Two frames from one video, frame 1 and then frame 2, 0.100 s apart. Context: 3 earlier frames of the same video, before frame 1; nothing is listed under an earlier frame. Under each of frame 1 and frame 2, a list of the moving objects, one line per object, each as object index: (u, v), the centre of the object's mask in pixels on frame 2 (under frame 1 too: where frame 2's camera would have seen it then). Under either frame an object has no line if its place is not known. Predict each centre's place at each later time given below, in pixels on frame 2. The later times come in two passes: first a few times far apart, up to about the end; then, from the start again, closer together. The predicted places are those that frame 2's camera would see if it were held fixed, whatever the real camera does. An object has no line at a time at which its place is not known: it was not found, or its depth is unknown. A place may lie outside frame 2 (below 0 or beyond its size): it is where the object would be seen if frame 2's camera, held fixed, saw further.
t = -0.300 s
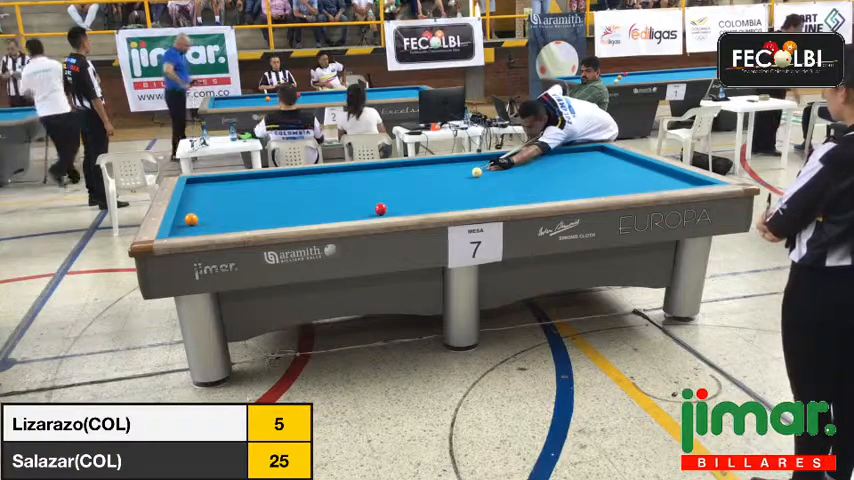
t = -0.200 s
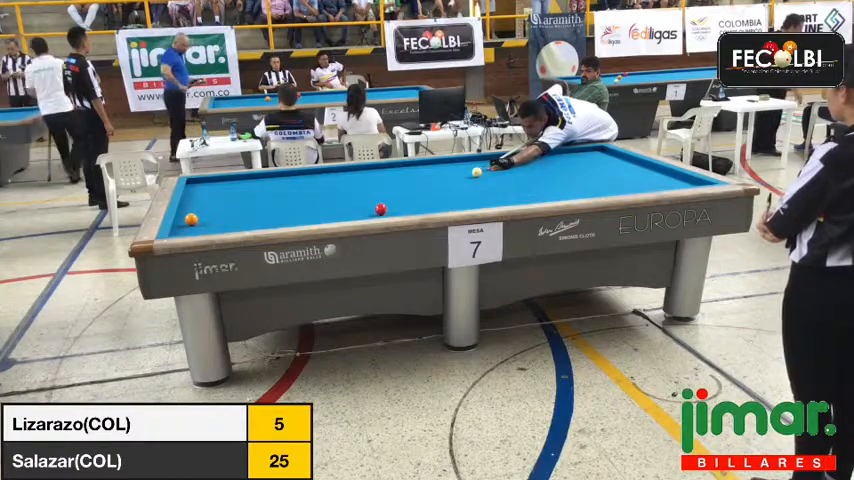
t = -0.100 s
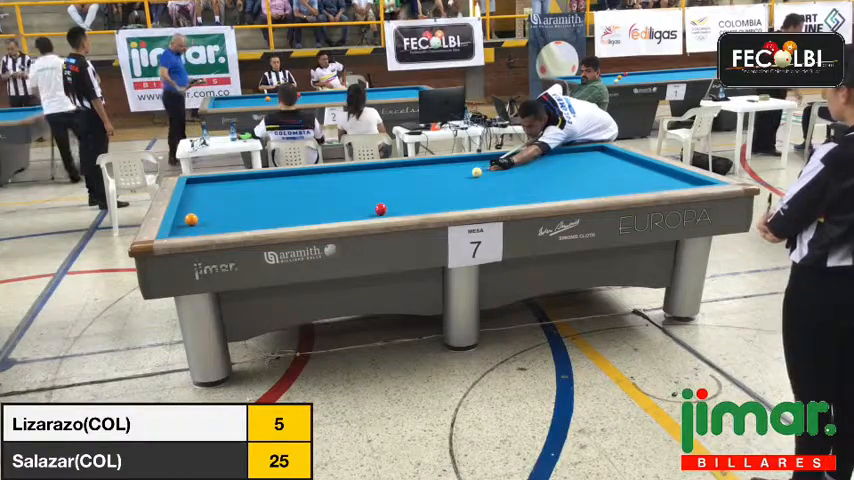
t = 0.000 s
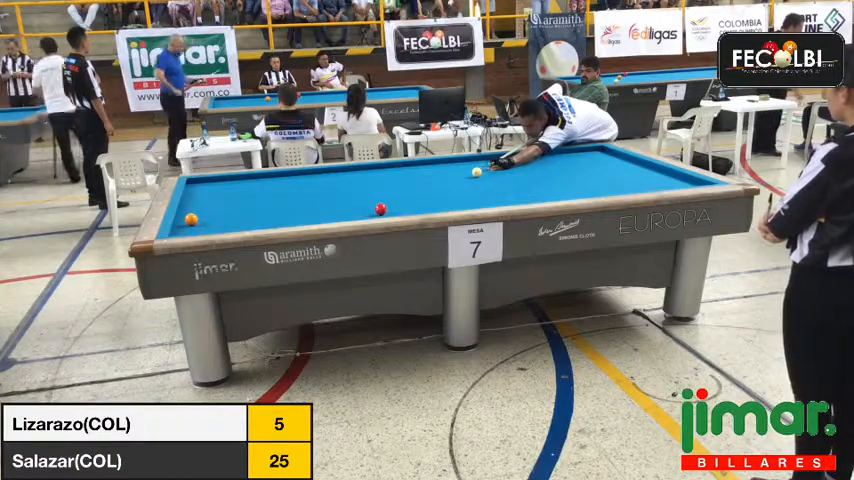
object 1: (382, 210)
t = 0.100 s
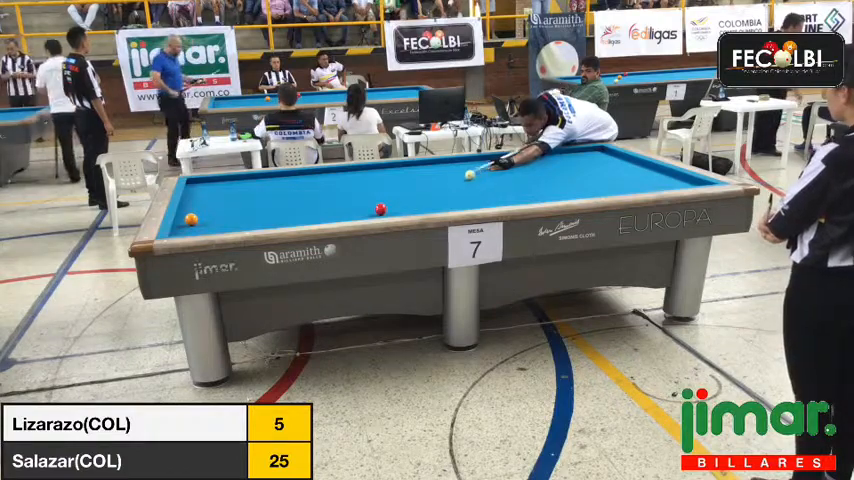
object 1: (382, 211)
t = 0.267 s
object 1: (380, 209)
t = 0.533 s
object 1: (349, 213)
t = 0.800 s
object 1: (276, 220)
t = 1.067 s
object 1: (209, 228)
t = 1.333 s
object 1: (203, 228)
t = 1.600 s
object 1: (242, 226)
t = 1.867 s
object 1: (281, 222)
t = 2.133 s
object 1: (319, 219)
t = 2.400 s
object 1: (353, 216)
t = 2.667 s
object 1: (382, 213)
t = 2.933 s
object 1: (414, 210)
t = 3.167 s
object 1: (438, 207)
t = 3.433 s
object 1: (468, 204)
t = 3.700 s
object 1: (492, 201)
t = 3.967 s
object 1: (518, 199)
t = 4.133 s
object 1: (532, 197)
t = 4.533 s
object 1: (567, 192)
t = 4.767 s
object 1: (587, 191)
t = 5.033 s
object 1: (608, 189)
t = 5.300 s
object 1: (628, 186)
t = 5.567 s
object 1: (647, 185)
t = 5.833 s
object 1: (666, 182)
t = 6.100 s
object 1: (685, 180)
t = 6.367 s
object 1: (689, 179)
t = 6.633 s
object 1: (676, 180)
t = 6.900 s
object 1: (665, 181)
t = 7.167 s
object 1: (655, 182)
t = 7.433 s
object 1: (654, 181)
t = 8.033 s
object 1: (628, 184)
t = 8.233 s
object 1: (623, 184)
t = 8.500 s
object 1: (616, 185)
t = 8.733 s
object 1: (611, 185)
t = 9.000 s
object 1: (605, 186)
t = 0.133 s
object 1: (380, 209)
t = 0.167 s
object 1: (380, 209)
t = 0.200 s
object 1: (380, 209)
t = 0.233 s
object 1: (380, 209)
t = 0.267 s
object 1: (380, 209)
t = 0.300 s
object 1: (381, 209)
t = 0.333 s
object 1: (380, 209)
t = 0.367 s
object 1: (381, 209)
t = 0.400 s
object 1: (380, 209)
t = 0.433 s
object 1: (380, 209)
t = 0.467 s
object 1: (370, 210)
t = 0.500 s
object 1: (359, 211)
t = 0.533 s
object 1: (349, 213)
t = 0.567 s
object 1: (338, 214)
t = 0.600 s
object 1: (329, 214)
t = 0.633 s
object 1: (319, 215)
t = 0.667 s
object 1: (310, 216)
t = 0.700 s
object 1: (301, 217)
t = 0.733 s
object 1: (293, 218)
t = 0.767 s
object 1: (284, 219)
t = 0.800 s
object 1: (276, 220)
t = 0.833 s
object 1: (268, 221)
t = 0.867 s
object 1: (260, 221)
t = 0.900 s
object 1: (251, 222)
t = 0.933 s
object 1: (243, 223)
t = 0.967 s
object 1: (234, 224)
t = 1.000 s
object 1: (227, 225)
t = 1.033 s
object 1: (217, 226)
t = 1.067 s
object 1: (209, 228)
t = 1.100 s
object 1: (200, 228)
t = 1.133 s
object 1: (192, 229)
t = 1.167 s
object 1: (183, 229)
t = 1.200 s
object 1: (176, 230)
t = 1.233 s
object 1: (183, 229)
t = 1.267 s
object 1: (191, 229)
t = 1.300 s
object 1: (197, 228)
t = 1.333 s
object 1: (203, 228)
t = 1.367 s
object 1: (209, 228)
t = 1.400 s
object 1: (214, 228)
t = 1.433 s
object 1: (219, 227)
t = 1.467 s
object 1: (223, 227)
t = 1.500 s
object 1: (229, 227)
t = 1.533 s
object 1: (234, 227)
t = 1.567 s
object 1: (239, 226)
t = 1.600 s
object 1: (242, 226)
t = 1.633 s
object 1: (248, 225)
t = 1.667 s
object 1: (252, 226)
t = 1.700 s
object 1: (259, 223)
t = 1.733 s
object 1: (263, 223)
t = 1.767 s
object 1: (266, 223)
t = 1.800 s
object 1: (271, 223)
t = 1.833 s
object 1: (278, 222)
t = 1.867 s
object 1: (281, 222)
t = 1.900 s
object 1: (286, 221)
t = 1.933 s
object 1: (288, 222)
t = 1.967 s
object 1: (295, 220)
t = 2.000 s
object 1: (300, 220)
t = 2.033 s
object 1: (304, 220)
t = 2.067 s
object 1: (309, 220)
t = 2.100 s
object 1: (312, 220)
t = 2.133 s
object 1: (319, 219)
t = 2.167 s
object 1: (322, 219)
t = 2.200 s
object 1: (327, 218)
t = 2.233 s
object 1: (333, 219)
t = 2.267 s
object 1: (336, 218)
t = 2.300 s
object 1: (339, 217)
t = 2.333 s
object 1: (345, 217)
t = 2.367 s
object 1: (349, 217)
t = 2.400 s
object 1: (353, 216)
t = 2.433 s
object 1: (357, 216)
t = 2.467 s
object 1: (361, 215)
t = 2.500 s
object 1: (360, 215)
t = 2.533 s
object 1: (367, 214)
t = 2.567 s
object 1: (371, 215)
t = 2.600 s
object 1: (377, 213)
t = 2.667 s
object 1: (382, 213)
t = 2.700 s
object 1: (389, 212)
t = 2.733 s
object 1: (390, 212)
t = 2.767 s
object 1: (397, 211)
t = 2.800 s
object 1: (399, 211)
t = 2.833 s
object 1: (401, 211)
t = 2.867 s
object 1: (406, 210)
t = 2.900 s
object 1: (411, 210)
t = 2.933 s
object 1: (414, 210)
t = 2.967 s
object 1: (418, 209)
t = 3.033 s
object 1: (424, 208)
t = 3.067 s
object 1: (428, 208)
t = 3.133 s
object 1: (436, 208)
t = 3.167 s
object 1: (438, 207)
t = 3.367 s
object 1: (458, 205)
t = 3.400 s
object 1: (463, 204)
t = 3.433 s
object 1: (468, 204)
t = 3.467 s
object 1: (470, 203)
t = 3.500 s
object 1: (473, 203)
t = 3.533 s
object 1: (473, 203)
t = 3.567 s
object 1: (478, 203)
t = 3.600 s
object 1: (479, 203)
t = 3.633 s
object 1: (487, 202)
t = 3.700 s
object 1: (492, 201)
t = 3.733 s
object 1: (497, 200)
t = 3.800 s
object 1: (502, 201)
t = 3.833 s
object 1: (504, 200)
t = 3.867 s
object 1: (509, 200)
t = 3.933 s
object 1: (514, 199)
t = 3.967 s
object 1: (518, 199)
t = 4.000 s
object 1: (521, 198)
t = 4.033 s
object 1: (524, 198)
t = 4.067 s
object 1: (527, 198)
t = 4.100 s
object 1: (530, 198)
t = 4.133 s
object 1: (532, 197)
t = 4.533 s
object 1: (567, 192)
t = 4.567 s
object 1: (571, 193)
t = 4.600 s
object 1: (572, 193)
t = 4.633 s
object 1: (574, 194)
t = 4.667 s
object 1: (579, 194)
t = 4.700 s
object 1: (582, 193)
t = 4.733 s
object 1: (583, 192)
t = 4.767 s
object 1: (587, 191)
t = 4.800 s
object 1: (590, 191)
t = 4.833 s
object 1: (591, 191)
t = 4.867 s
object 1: (596, 190)
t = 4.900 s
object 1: (598, 190)
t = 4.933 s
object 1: (600, 190)
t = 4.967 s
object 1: (602, 190)
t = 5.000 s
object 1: (605, 189)
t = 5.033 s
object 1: (608, 189)
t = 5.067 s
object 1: (610, 188)
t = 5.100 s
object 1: (613, 188)
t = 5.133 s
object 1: (615, 188)
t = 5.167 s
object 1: (618, 188)
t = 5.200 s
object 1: (620, 188)
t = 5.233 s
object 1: (623, 187)
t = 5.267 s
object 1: (625, 187)
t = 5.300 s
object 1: (628, 186)
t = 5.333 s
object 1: (631, 186)
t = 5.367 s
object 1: (633, 186)
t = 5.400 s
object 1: (635, 186)
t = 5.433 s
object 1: (638, 186)
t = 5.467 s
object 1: (641, 185)
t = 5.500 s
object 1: (642, 185)
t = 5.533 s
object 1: (645, 185)
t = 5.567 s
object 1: (647, 185)
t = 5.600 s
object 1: (650, 184)
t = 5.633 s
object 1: (653, 184)
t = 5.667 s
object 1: (655, 184)
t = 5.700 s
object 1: (657, 183)
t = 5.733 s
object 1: (659, 183)
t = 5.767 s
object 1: (662, 183)
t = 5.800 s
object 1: (664, 183)
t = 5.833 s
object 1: (666, 182)
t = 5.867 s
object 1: (666, 183)
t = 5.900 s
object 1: (671, 182)
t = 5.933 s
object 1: (675, 182)
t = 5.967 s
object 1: (676, 181)
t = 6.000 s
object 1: (678, 181)
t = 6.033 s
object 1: (682, 180)
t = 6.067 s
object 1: (682, 180)
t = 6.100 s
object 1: (685, 180)
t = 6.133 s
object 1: (686, 180)
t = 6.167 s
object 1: (689, 179)
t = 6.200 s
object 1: (689, 179)
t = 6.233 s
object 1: (689, 179)
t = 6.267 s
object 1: (689, 179)
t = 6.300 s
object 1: (689, 179)
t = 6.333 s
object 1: (689, 179)
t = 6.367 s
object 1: (689, 179)
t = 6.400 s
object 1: (685, 180)
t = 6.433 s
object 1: (685, 180)
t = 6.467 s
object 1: (682, 180)
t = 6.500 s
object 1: (681, 180)
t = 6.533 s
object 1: (679, 180)
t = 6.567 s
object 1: (678, 180)
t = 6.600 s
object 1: (678, 181)
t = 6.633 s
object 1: (676, 180)
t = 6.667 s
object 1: (675, 181)
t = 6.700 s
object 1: (673, 181)
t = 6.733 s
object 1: (673, 181)
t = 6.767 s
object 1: (670, 181)
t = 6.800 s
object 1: (670, 181)
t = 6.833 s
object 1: (668, 181)
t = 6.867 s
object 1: (668, 181)
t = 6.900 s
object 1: (665, 181)
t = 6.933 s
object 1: (665, 181)
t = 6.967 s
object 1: (662, 182)
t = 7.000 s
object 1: (661, 182)
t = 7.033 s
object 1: (660, 182)
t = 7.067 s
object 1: (659, 182)
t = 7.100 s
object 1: (657, 182)
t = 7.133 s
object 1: (656, 182)
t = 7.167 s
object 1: (655, 182)
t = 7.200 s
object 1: (654, 182)
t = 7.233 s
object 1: (653, 182)
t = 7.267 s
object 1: (653, 182)
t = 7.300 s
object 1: (650, 182)
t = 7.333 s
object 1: (651, 182)
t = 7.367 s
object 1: (649, 182)
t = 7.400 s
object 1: (650, 182)
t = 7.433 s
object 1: (654, 181)
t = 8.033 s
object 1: (628, 184)
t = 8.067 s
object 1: (627, 184)
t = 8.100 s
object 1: (627, 184)
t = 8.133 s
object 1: (626, 184)
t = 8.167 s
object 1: (626, 184)
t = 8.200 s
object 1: (624, 184)
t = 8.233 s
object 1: (623, 184)
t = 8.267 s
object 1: (623, 184)
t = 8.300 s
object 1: (621, 184)
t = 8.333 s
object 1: (621, 184)
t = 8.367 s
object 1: (621, 184)
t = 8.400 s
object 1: (619, 185)
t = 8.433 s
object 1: (619, 185)
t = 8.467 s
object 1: (618, 184)
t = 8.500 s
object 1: (616, 185)
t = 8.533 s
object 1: (616, 185)
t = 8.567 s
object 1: (614, 185)
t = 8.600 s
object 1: (614, 185)
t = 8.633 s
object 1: (614, 185)
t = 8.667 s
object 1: (613, 185)
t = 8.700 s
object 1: (611, 186)
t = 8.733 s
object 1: (611, 185)
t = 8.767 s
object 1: (610, 186)
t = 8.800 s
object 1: (610, 186)
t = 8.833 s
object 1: (609, 186)
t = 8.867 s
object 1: (608, 186)
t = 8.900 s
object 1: (607, 186)
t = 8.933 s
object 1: (607, 186)
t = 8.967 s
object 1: (607, 186)
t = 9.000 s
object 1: (605, 186)
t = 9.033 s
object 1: (605, 186)
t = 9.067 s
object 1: (604, 186)
